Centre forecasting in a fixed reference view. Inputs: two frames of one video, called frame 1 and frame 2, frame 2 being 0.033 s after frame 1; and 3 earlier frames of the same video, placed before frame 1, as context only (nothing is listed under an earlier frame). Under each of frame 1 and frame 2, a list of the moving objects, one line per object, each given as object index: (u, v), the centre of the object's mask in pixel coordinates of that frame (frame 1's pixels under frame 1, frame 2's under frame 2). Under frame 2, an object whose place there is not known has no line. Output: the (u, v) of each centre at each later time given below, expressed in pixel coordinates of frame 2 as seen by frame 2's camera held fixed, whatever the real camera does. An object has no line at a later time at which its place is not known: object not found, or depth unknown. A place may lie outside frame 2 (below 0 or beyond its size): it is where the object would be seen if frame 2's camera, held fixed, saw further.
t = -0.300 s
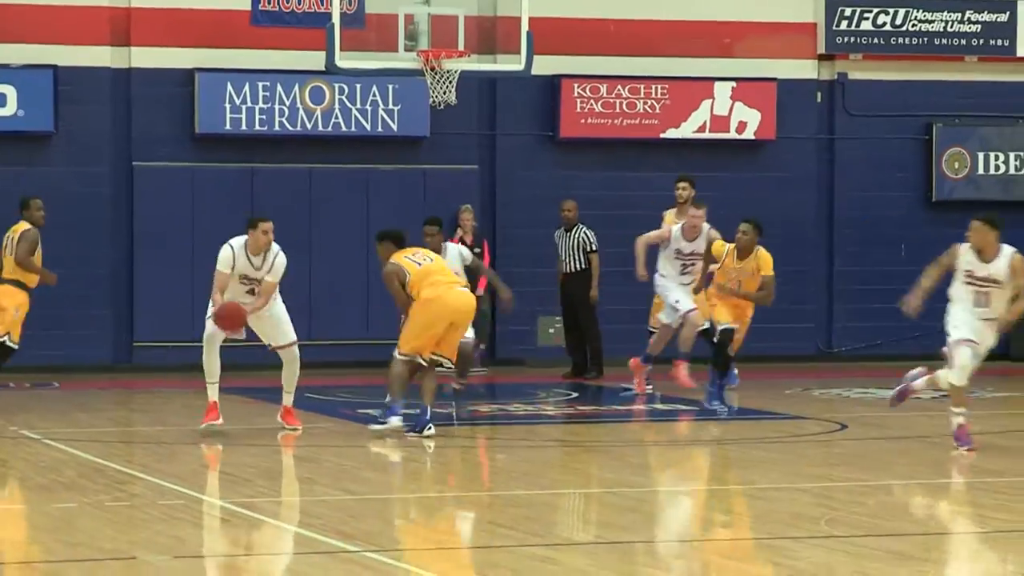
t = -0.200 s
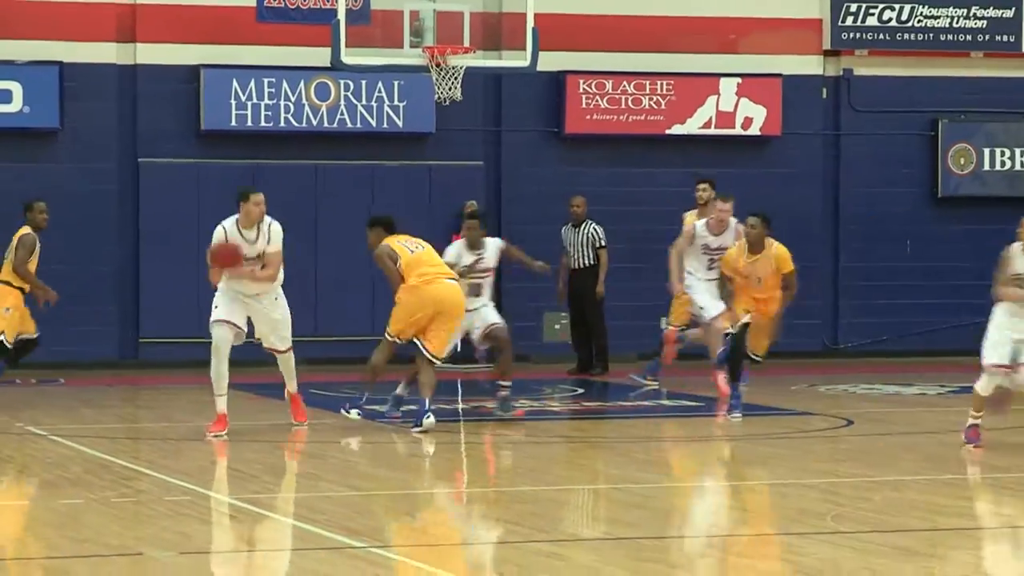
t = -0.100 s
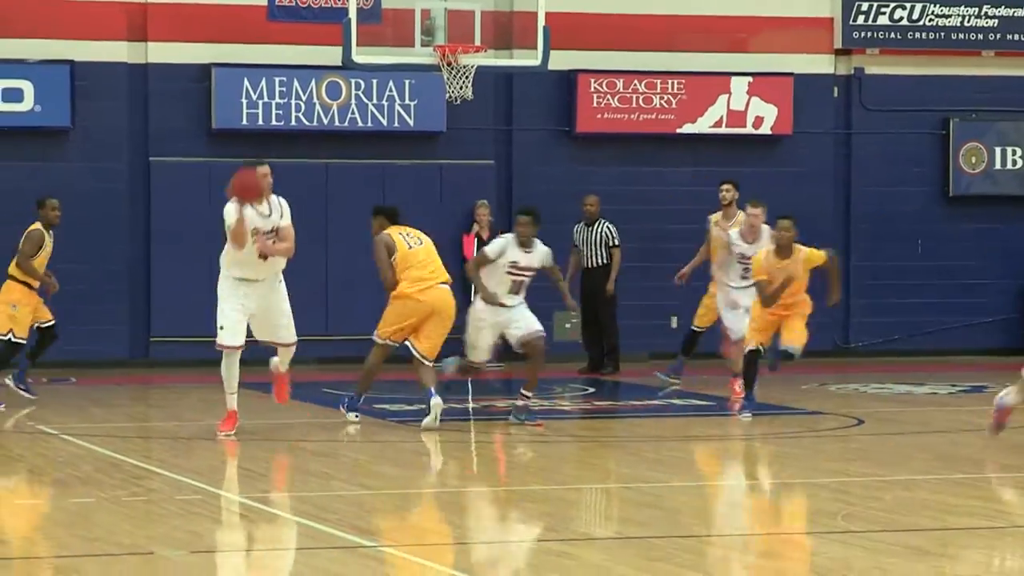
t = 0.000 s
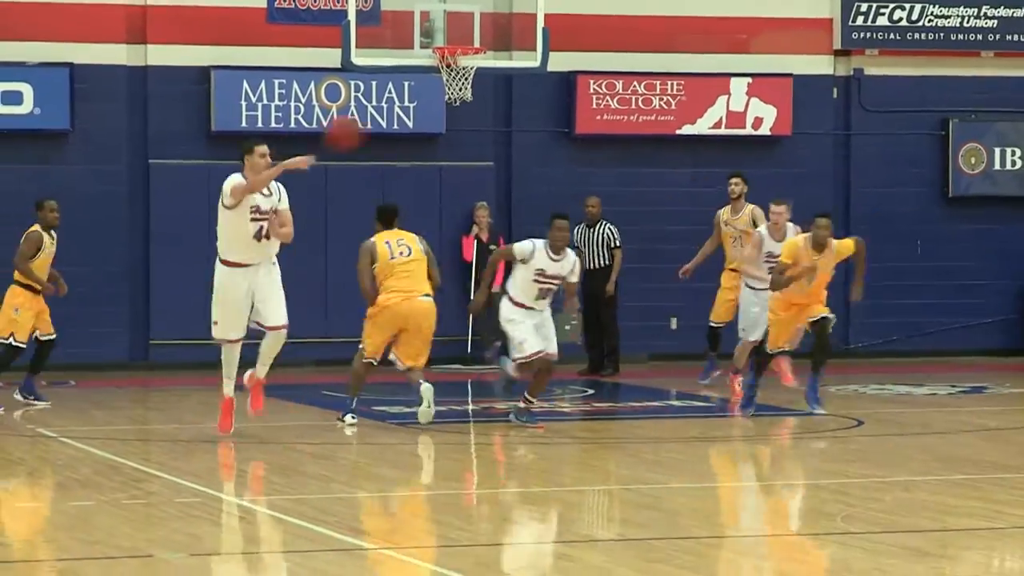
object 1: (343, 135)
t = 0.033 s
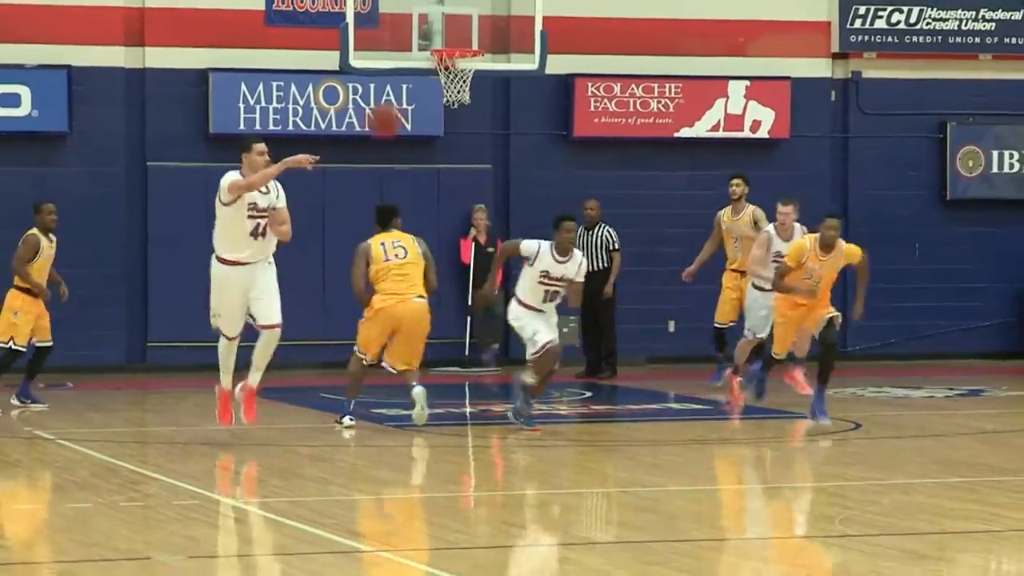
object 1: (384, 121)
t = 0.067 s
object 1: (428, 107)
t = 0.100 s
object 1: (475, 96)
